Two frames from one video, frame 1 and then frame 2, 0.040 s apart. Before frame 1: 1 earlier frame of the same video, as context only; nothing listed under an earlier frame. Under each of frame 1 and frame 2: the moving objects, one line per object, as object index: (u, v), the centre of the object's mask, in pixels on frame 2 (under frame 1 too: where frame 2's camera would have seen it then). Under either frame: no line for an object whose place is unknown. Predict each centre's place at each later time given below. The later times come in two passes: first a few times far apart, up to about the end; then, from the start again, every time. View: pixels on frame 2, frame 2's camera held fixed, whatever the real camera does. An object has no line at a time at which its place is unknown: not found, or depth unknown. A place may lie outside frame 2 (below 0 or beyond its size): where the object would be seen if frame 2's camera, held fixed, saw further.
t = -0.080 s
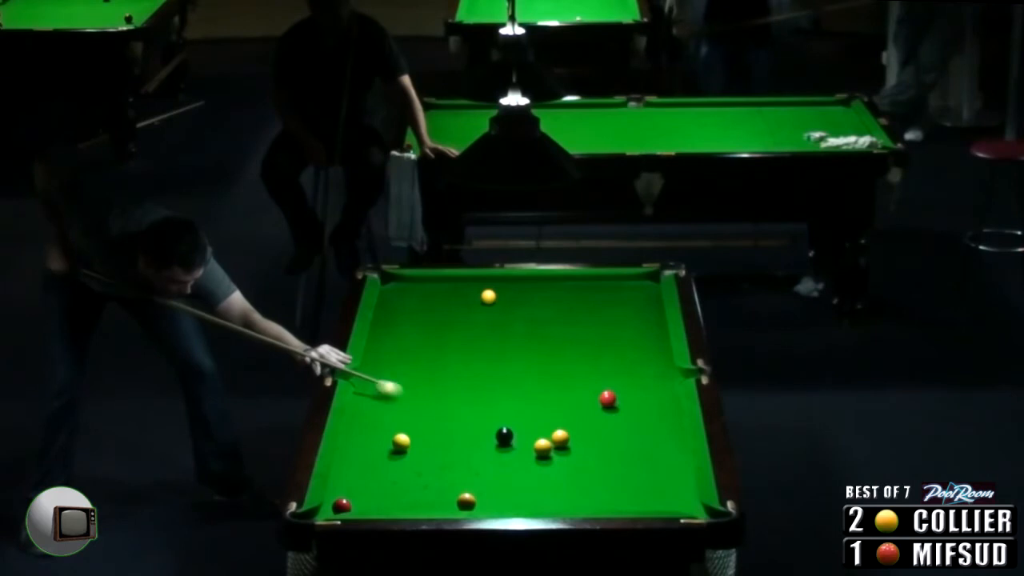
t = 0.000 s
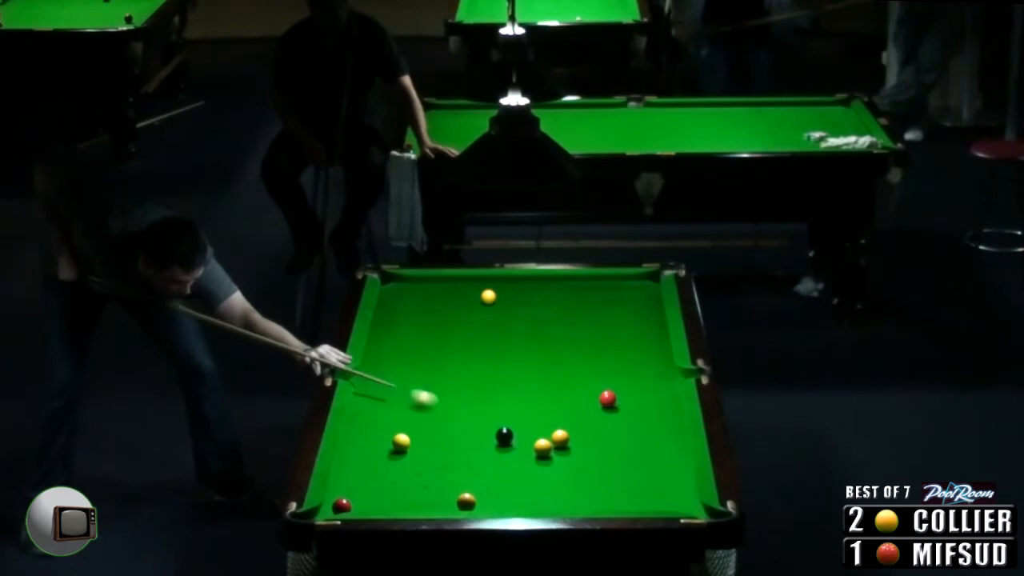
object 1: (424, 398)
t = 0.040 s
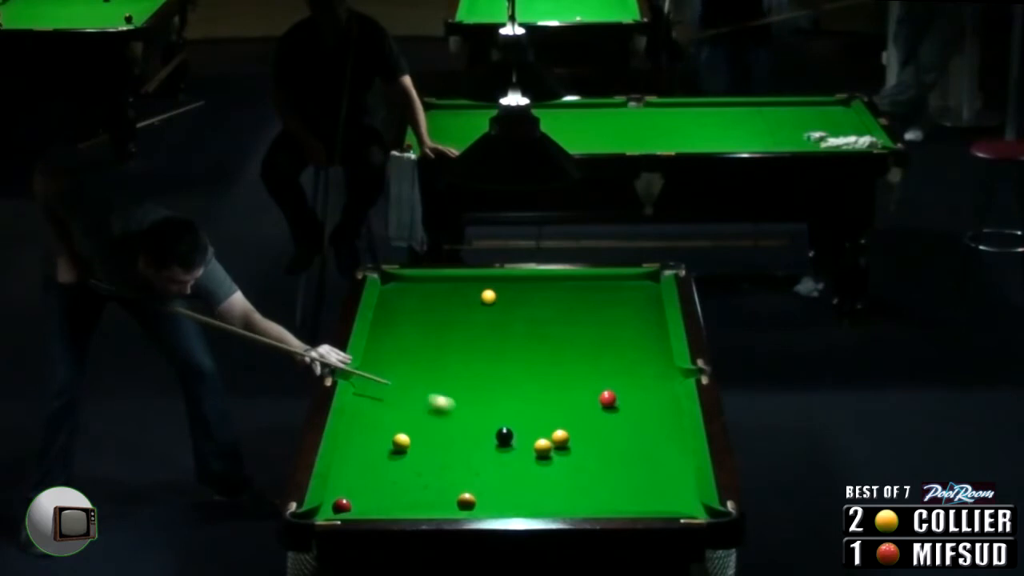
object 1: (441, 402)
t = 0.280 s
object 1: (546, 429)
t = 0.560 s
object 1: (607, 428)
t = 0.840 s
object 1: (665, 427)
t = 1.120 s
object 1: (652, 424)
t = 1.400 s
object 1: (625, 423)
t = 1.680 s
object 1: (600, 422)
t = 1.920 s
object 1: (581, 421)
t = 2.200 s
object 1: (562, 421)
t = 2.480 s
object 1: (545, 420)
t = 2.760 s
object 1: (530, 420)
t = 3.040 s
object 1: (518, 420)
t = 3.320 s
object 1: (509, 419)
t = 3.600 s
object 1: (502, 418)
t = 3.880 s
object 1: (498, 419)
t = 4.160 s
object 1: (496, 419)
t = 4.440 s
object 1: (496, 419)
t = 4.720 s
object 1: (496, 419)
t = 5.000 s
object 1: (497, 419)
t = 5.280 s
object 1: (496, 419)
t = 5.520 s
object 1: (496, 419)
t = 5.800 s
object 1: (496, 419)
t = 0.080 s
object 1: (459, 407)
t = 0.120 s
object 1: (476, 412)
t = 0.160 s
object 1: (494, 417)
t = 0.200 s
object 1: (513, 422)
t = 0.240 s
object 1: (531, 427)
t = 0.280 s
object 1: (546, 429)
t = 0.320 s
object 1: (557, 430)
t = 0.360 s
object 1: (564, 430)
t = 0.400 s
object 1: (572, 430)
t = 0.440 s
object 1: (581, 429)
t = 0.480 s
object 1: (590, 429)
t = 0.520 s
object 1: (598, 428)
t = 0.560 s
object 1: (607, 428)
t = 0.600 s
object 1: (615, 428)
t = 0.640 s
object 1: (624, 428)
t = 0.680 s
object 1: (632, 428)
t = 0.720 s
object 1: (640, 427)
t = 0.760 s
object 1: (649, 427)
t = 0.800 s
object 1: (657, 427)
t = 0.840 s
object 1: (665, 427)
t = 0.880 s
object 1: (673, 426)
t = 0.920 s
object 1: (674, 426)
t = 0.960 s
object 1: (670, 425)
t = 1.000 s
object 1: (665, 425)
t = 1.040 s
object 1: (661, 425)
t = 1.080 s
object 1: (657, 424)
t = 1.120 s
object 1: (652, 424)
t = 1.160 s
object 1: (649, 424)
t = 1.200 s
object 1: (644, 424)
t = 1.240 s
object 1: (640, 424)
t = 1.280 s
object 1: (636, 424)
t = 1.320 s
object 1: (633, 423)
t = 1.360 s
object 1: (629, 423)
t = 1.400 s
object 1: (625, 423)
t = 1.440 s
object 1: (622, 423)
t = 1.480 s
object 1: (618, 423)
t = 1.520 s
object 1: (614, 423)
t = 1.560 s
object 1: (611, 422)
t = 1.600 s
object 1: (607, 422)
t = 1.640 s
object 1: (604, 422)
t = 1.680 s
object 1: (600, 422)
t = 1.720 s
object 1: (597, 422)
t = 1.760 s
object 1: (594, 422)
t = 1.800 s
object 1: (590, 421)
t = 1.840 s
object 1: (587, 421)
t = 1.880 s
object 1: (585, 422)
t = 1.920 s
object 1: (581, 421)
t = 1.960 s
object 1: (579, 421)
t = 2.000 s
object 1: (576, 421)
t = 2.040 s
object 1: (573, 421)
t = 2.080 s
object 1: (570, 421)
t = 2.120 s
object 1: (567, 421)
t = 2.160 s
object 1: (565, 421)
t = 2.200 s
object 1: (562, 421)
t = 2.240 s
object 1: (559, 421)
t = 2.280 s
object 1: (557, 421)
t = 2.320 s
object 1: (554, 420)
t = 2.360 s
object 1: (552, 420)
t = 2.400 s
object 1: (549, 421)
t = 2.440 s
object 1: (547, 420)
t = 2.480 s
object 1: (545, 420)
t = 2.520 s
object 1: (542, 420)
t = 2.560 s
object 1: (540, 420)
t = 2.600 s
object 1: (538, 420)
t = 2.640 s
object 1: (536, 420)
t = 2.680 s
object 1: (534, 420)
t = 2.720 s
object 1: (532, 420)
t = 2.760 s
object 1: (530, 420)
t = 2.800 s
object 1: (528, 420)
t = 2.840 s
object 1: (526, 420)
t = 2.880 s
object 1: (525, 420)
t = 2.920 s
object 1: (523, 420)
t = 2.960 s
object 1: (522, 420)
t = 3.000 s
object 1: (520, 420)
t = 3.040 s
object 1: (518, 420)
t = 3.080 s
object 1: (517, 420)
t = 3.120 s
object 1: (515, 419)
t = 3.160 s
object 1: (514, 419)
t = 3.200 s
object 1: (513, 420)
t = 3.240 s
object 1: (512, 419)
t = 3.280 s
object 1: (510, 419)
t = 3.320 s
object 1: (509, 419)
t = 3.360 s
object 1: (508, 419)
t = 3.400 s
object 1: (507, 419)
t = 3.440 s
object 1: (506, 419)
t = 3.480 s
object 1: (505, 419)
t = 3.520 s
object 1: (504, 418)
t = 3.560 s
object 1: (503, 418)
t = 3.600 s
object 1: (502, 418)
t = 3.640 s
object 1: (502, 418)
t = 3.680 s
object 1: (501, 418)
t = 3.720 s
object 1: (500, 418)
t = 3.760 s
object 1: (499, 419)
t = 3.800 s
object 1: (499, 419)
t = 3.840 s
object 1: (498, 419)
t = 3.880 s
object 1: (498, 419)
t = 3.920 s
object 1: (497, 419)
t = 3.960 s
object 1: (497, 419)
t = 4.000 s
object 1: (497, 419)
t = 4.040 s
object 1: (497, 419)
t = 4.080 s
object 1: (496, 419)
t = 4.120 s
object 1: (496, 419)
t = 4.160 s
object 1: (496, 419)
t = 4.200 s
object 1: (496, 419)
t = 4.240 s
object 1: (496, 419)
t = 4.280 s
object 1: (496, 419)
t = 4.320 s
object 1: (496, 419)
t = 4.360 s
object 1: (496, 419)
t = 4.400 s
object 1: (496, 419)
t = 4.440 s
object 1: (496, 419)
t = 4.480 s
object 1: (496, 419)
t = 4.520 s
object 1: (496, 419)
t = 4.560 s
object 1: (496, 419)
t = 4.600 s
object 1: (496, 419)
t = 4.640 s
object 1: (496, 419)
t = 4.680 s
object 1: (496, 419)
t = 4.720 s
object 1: (496, 419)
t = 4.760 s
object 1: (496, 419)
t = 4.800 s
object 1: (496, 419)
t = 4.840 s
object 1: (496, 419)
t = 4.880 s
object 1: (496, 419)
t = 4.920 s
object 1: (496, 419)
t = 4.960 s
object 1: (496, 419)
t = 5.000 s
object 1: (497, 419)
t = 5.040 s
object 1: (496, 419)
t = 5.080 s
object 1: (496, 419)
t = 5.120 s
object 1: (496, 419)
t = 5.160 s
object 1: (496, 419)
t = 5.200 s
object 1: (497, 419)
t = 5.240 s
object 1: (496, 419)
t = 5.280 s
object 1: (496, 419)
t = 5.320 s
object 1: (496, 419)
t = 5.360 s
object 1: (496, 419)
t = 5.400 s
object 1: (496, 419)
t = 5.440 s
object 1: (496, 419)
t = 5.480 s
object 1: (496, 419)
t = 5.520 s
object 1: (496, 419)
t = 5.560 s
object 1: (496, 419)
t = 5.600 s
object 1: (496, 419)
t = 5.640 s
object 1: (496, 419)
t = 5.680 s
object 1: (496, 419)
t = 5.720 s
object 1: (496, 419)
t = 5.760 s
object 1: (496, 419)
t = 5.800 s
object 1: (496, 419)
